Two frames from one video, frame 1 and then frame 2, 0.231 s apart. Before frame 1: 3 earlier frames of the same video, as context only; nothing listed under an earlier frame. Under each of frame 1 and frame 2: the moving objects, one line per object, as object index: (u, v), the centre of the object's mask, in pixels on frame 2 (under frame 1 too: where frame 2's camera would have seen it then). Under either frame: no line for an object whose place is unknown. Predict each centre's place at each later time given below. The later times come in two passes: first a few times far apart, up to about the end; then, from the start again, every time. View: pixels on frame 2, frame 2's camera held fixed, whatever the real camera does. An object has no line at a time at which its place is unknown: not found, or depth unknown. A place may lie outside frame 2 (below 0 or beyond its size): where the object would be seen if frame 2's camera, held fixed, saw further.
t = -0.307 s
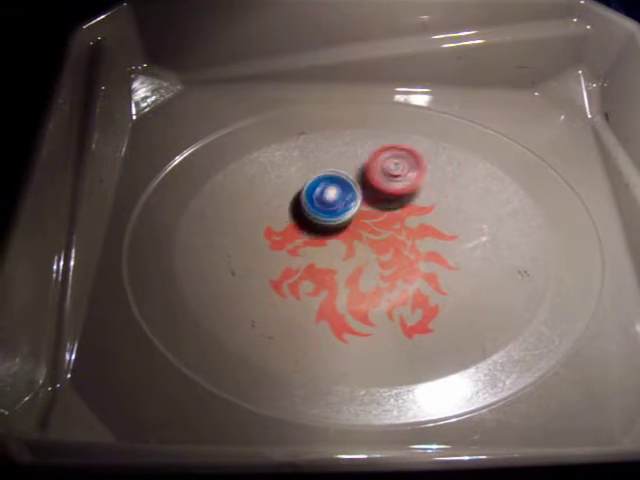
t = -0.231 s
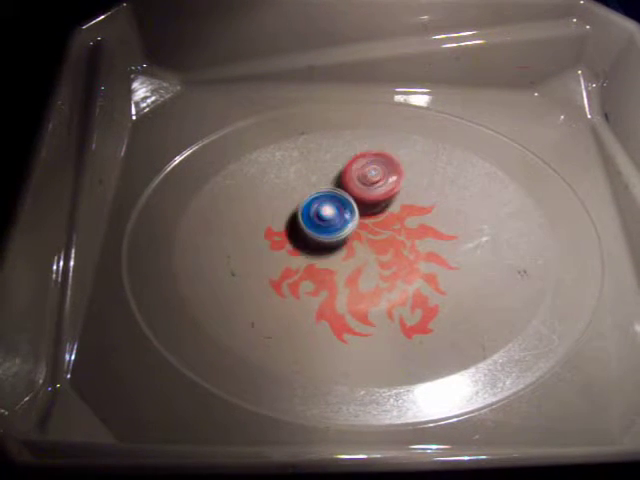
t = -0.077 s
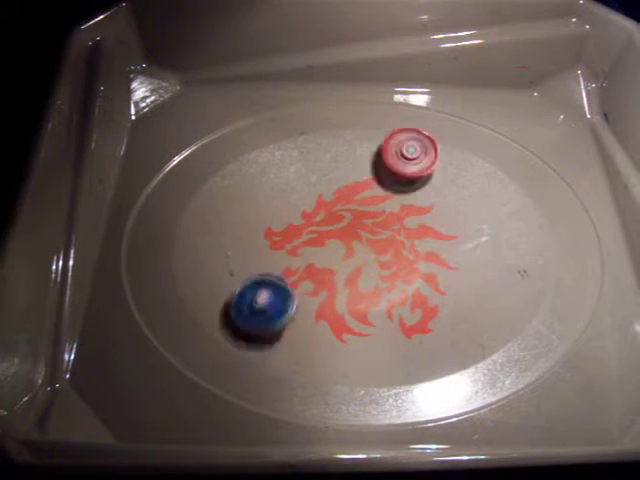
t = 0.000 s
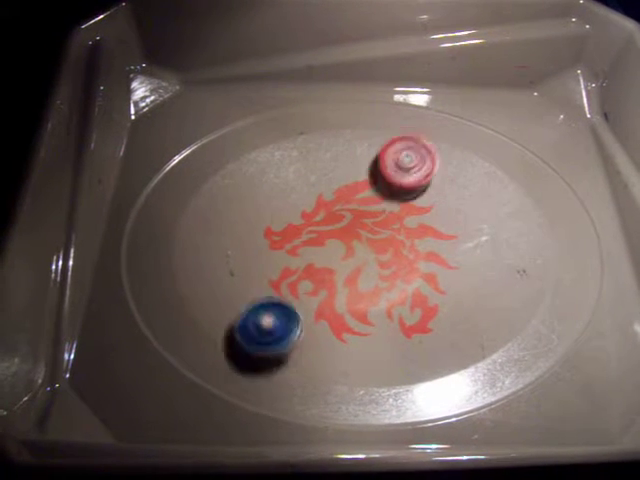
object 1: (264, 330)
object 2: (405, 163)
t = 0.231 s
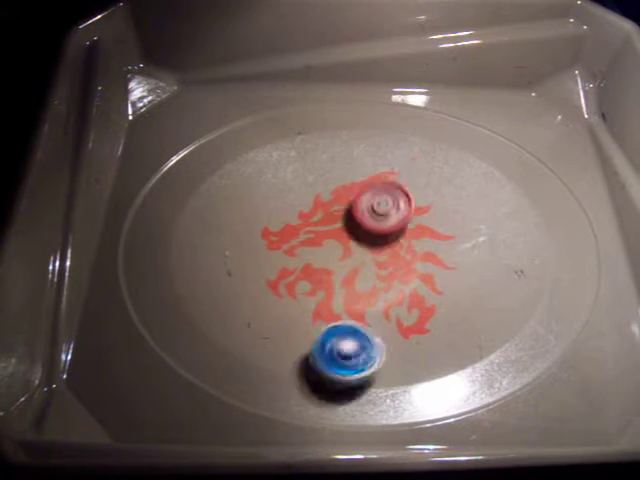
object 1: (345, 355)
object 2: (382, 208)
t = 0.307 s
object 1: (372, 340)
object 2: (389, 224)
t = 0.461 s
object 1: (386, 314)
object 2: (414, 226)
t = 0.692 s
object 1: (361, 272)
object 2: (412, 184)
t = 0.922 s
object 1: (314, 246)
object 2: (390, 188)
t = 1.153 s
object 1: (275, 244)
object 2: (382, 210)
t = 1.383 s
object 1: (299, 254)
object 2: (395, 244)
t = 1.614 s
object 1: (343, 234)
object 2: (406, 281)
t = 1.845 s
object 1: (383, 214)
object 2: (420, 293)
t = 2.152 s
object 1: (386, 196)
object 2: (393, 274)
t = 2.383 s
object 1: (388, 225)
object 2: (343, 269)
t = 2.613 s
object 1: (409, 250)
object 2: (296, 274)
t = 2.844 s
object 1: (424, 258)
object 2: (288, 280)
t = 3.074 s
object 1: (408, 257)
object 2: (308, 270)
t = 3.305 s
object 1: (388, 272)
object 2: (316, 230)
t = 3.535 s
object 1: (424, 292)
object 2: (292, 195)
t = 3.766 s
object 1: (412, 270)
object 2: (294, 207)
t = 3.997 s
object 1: (378, 264)
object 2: (334, 210)
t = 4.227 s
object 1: (350, 270)
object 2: (371, 198)
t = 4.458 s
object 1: (330, 280)
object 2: (390, 196)
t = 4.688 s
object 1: (328, 286)
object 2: (405, 217)
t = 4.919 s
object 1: (341, 275)
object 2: (422, 247)
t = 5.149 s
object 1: (342, 252)
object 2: (425, 266)
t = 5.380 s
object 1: (330, 233)
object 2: (406, 280)
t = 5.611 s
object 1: (320, 230)
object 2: (376, 294)
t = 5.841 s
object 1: (324, 238)
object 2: (348, 297)
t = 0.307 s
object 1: (372, 340)
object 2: (389, 224)
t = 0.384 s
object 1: (389, 316)
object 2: (398, 240)
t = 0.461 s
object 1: (386, 314)
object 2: (414, 226)
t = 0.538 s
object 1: (376, 307)
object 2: (429, 195)
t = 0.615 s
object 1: (369, 289)
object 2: (425, 185)
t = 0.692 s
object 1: (361, 272)
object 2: (412, 184)
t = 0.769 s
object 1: (353, 255)
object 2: (396, 187)
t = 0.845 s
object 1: (341, 241)
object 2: (384, 194)
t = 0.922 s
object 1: (314, 246)
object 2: (390, 188)
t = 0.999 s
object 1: (296, 241)
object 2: (382, 193)
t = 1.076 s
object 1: (283, 241)
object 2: (378, 199)
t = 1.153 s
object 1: (275, 244)
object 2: (382, 210)
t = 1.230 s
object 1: (274, 249)
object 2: (386, 221)
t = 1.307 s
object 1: (283, 254)
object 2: (391, 234)
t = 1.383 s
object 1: (299, 254)
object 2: (395, 244)
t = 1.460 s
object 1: (314, 248)
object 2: (400, 257)
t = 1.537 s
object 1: (329, 241)
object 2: (403, 269)
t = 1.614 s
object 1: (343, 234)
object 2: (406, 281)
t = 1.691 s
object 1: (357, 228)
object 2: (409, 288)
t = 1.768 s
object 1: (370, 221)
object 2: (414, 292)
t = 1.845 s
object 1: (383, 214)
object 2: (420, 293)
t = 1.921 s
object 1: (394, 207)
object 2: (423, 287)
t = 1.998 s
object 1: (400, 199)
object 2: (417, 280)
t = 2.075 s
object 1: (395, 193)
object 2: (407, 275)
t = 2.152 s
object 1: (386, 196)
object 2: (393, 274)
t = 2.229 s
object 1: (380, 205)
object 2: (378, 271)
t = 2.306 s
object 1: (382, 216)
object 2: (362, 268)
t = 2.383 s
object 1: (388, 225)
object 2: (343, 269)
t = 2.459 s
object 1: (394, 235)
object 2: (324, 271)
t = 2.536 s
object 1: (402, 243)
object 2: (307, 272)
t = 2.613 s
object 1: (409, 250)
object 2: (296, 274)
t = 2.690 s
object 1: (417, 255)
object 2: (291, 277)
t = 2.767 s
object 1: (422, 259)
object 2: (288, 279)
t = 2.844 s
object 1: (424, 258)
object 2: (288, 280)
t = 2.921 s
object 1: (422, 256)
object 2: (294, 278)
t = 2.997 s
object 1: (417, 256)
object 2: (300, 275)
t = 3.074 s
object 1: (408, 257)
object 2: (308, 270)
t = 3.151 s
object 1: (399, 258)
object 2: (314, 259)
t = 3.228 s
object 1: (388, 262)
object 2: (321, 248)
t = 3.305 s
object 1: (388, 272)
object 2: (316, 230)
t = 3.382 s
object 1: (402, 285)
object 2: (303, 207)
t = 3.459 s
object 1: (412, 291)
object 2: (297, 199)
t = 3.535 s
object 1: (424, 292)
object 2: (292, 195)
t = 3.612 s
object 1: (430, 285)
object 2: (286, 195)
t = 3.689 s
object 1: (425, 276)
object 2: (287, 200)
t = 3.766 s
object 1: (412, 270)
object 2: (294, 207)
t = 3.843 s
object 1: (397, 266)
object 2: (307, 213)
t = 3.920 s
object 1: (383, 261)
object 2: (325, 217)
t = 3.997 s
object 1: (378, 264)
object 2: (334, 210)
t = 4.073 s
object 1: (369, 267)
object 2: (346, 202)
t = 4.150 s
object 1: (359, 268)
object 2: (358, 199)
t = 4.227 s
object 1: (350, 270)
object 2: (371, 198)
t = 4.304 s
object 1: (340, 274)
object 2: (382, 197)
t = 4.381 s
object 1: (334, 278)
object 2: (386, 195)
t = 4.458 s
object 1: (330, 280)
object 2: (390, 196)
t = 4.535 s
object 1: (327, 282)
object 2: (393, 202)
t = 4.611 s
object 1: (326, 284)
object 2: (397, 208)
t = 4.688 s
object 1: (328, 286)
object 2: (405, 217)
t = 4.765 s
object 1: (332, 285)
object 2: (411, 227)
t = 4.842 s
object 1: (337, 282)
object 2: (417, 236)
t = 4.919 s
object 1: (341, 275)
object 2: (422, 247)
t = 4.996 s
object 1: (342, 268)
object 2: (424, 254)
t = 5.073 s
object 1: (343, 260)
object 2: (426, 261)
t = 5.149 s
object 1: (342, 252)
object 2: (425, 266)
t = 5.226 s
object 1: (339, 245)
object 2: (420, 270)
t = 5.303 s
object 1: (335, 238)
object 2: (415, 274)
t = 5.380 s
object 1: (330, 233)
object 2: (406, 280)
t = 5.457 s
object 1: (326, 231)
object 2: (397, 286)
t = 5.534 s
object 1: (323, 230)
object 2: (387, 290)
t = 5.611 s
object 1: (320, 230)
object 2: (376, 294)
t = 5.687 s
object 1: (318, 232)
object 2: (364, 296)
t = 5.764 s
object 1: (319, 235)
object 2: (355, 297)
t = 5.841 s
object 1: (324, 238)
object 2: (348, 297)
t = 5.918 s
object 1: (329, 237)
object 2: (341, 298)
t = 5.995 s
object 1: (335, 220)
